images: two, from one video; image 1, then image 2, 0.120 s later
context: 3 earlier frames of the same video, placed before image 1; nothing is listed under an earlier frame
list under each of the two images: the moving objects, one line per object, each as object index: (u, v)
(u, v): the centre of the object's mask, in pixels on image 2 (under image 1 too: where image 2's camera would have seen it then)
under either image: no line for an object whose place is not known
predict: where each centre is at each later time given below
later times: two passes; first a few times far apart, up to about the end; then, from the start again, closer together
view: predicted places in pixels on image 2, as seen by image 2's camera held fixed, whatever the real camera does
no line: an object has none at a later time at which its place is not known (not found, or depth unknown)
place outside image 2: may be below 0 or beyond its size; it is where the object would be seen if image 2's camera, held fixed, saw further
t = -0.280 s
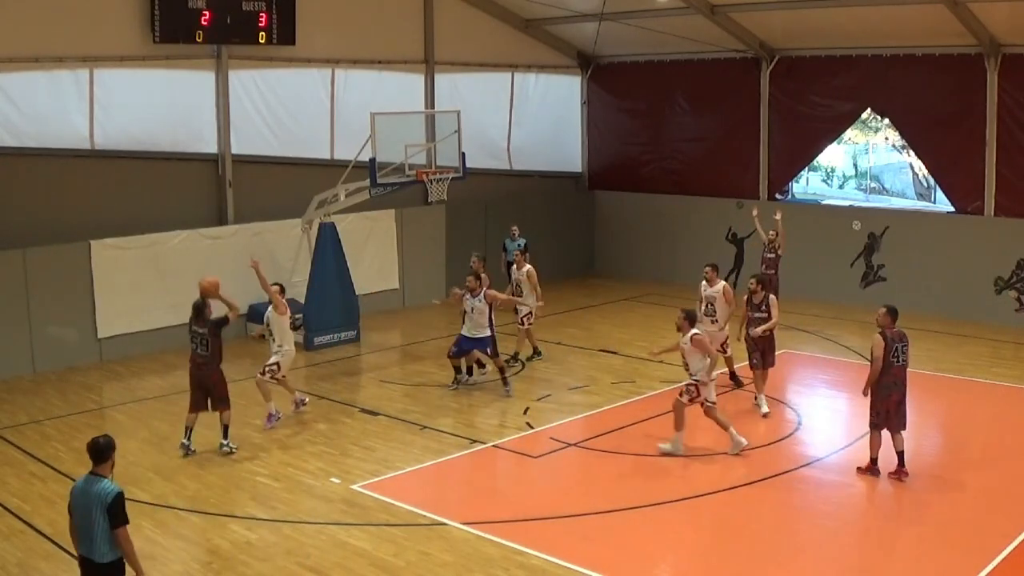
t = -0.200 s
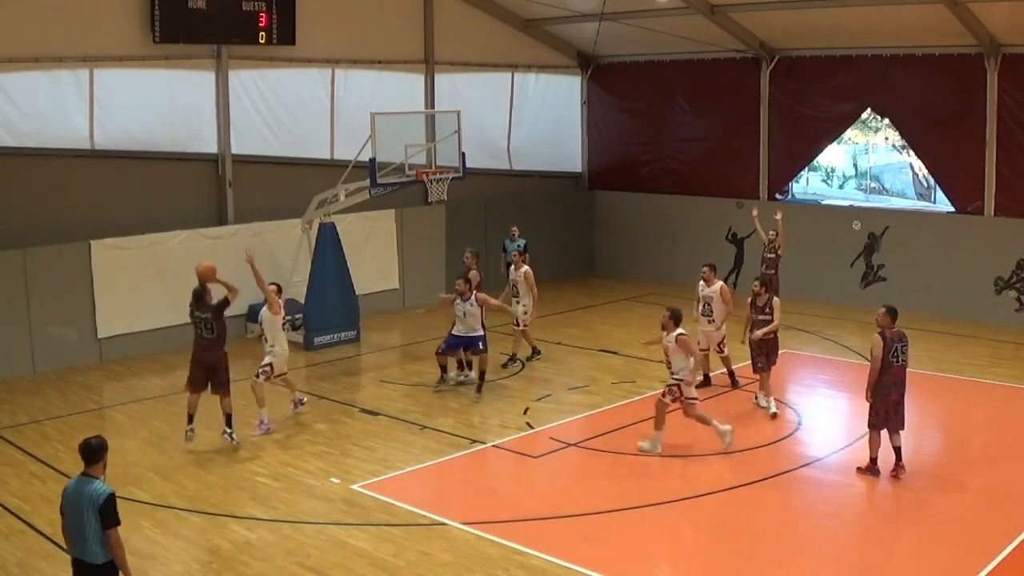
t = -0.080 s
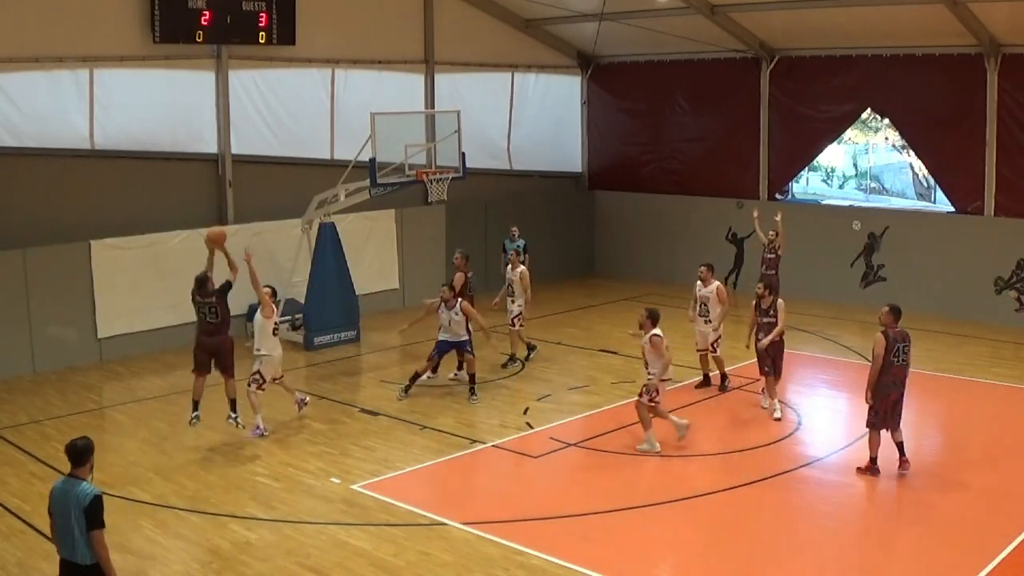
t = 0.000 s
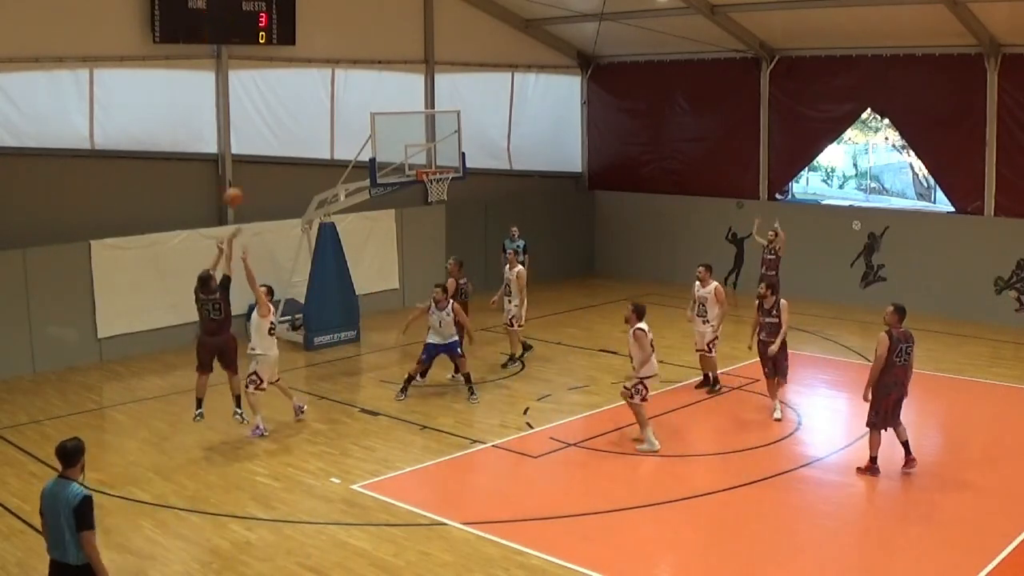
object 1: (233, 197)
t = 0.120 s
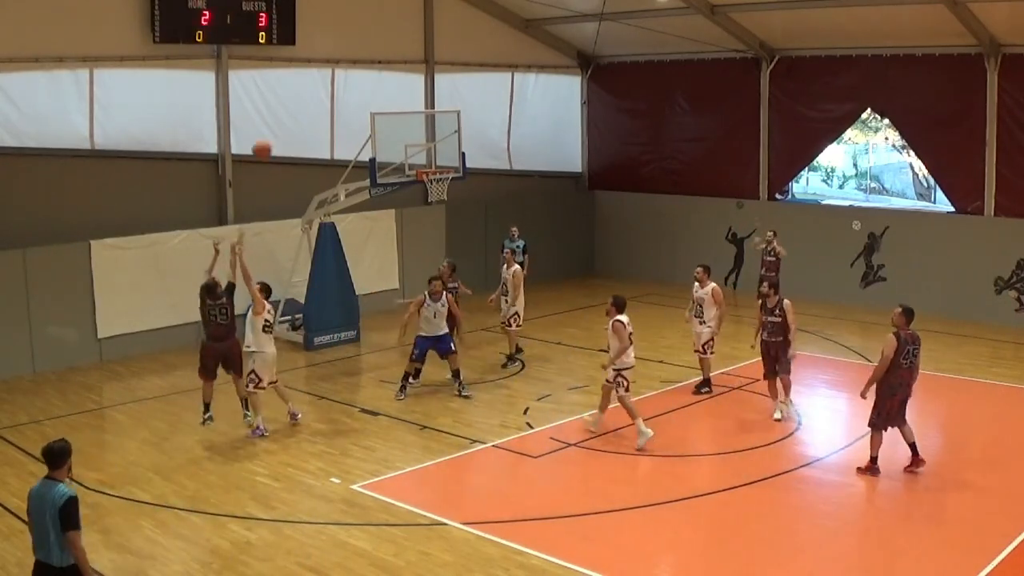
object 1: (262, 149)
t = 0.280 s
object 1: (297, 108)
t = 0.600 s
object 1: (361, 87)
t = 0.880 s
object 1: (411, 127)
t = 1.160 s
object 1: (449, 150)
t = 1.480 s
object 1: (479, 159)
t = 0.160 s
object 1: (271, 137)
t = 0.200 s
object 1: (280, 126)
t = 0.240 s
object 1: (289, 116)
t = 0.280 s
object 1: (297, 108)
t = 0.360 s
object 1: (314, 96)
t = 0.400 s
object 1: (323, 92)
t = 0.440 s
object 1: (331, 88)
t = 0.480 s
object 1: (339, 86)
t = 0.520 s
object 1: (346, 85)
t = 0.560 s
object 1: (354, 86)
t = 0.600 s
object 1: (361, 87)
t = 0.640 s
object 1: (369, 90)
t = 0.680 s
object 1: (376, 94)
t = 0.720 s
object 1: (384, 98)
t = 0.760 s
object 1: (391, 104)
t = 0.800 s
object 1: (398, 110)
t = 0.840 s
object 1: (404, 119)
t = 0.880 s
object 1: (411, 127)
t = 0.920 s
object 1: (417, 136)
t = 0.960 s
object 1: (424, 146)
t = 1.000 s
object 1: (431, 154)
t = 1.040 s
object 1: (438, 161)
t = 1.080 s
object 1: (441, 159)
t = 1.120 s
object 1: (445, 154)
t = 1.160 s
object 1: (449, 150)
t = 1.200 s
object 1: (453, 148)
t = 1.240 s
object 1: (457, 146)
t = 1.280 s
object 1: (461, 145)
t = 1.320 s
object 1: (464, 147)
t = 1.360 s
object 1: (468, 148)
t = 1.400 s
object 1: (472, 150)
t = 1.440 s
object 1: (475, 154)
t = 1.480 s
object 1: (479, 159)
